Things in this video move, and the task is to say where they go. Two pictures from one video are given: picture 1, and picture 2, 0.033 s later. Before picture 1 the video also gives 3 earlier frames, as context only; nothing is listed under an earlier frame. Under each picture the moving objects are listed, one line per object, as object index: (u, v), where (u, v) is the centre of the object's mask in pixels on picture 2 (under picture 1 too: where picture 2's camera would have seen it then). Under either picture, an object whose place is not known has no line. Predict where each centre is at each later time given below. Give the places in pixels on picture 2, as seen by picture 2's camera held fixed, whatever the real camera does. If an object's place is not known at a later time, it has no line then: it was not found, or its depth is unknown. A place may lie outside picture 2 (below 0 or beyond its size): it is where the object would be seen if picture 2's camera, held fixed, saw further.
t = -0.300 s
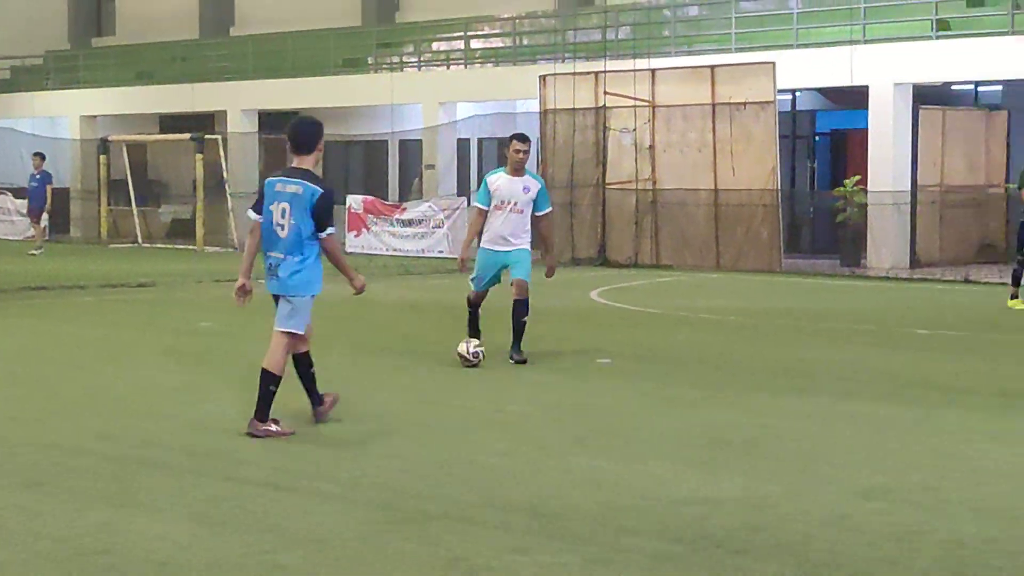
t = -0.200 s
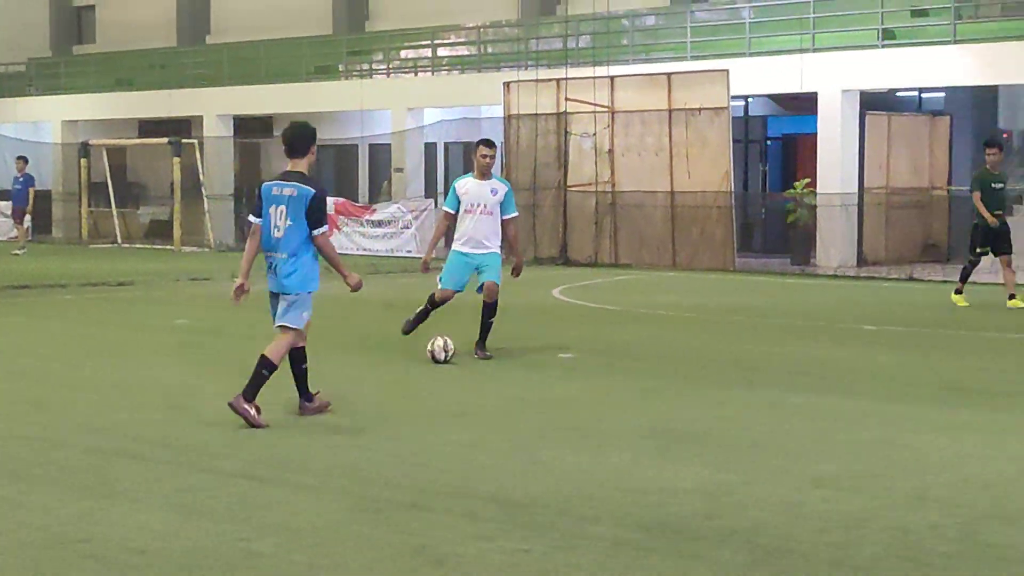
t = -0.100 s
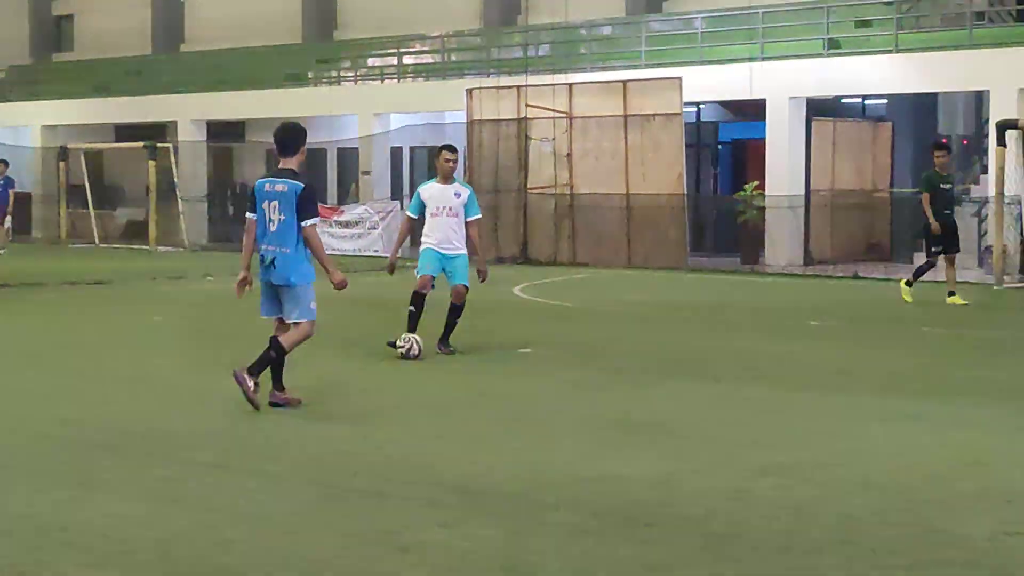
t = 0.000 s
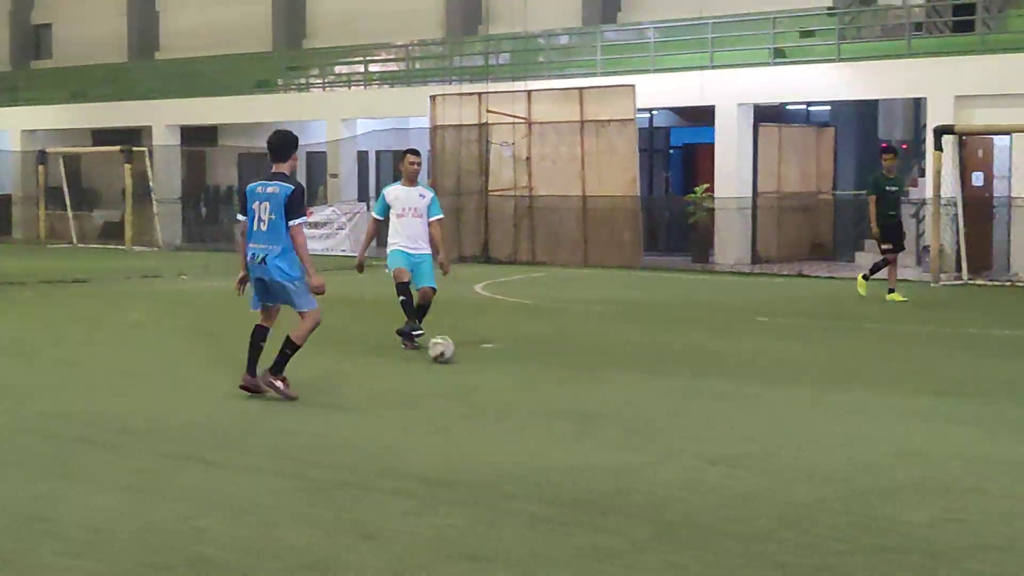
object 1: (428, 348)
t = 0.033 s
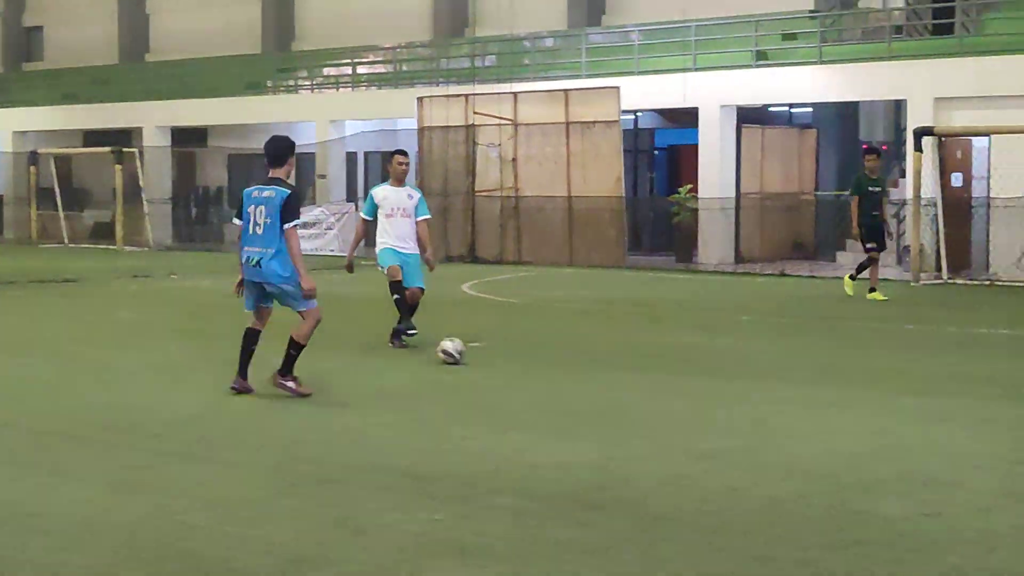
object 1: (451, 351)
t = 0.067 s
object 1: (474, 352)
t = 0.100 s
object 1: (496, 354)
